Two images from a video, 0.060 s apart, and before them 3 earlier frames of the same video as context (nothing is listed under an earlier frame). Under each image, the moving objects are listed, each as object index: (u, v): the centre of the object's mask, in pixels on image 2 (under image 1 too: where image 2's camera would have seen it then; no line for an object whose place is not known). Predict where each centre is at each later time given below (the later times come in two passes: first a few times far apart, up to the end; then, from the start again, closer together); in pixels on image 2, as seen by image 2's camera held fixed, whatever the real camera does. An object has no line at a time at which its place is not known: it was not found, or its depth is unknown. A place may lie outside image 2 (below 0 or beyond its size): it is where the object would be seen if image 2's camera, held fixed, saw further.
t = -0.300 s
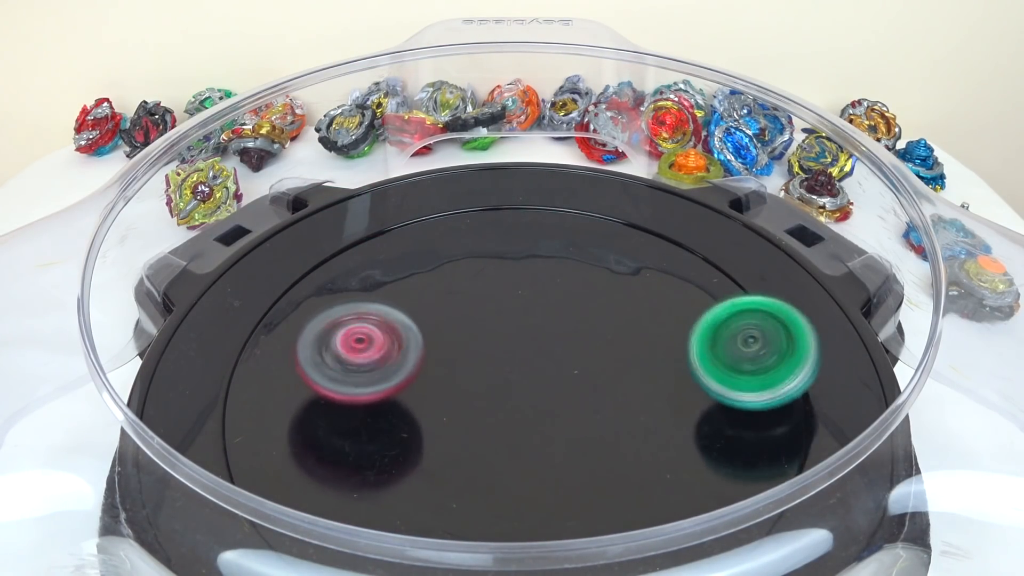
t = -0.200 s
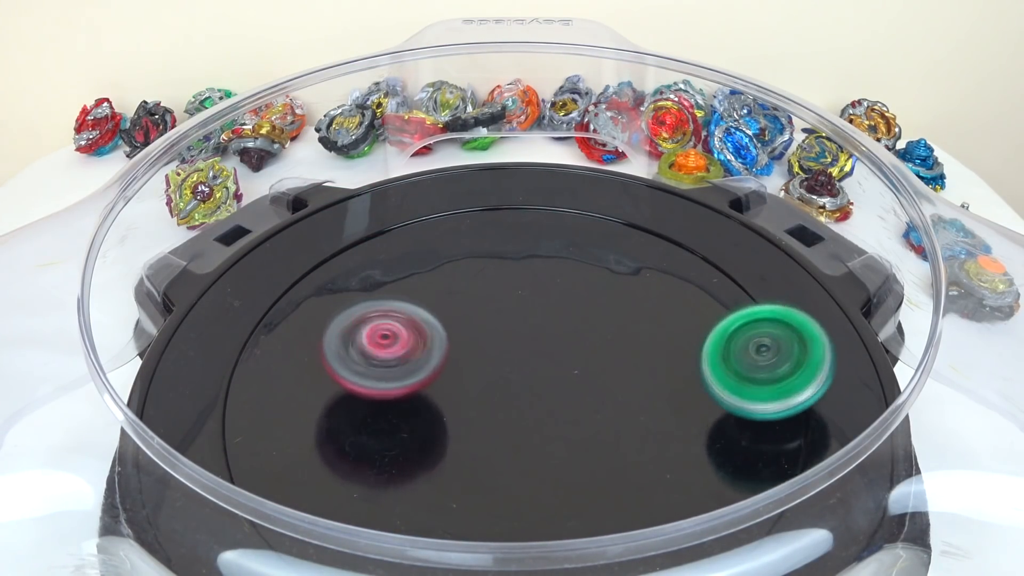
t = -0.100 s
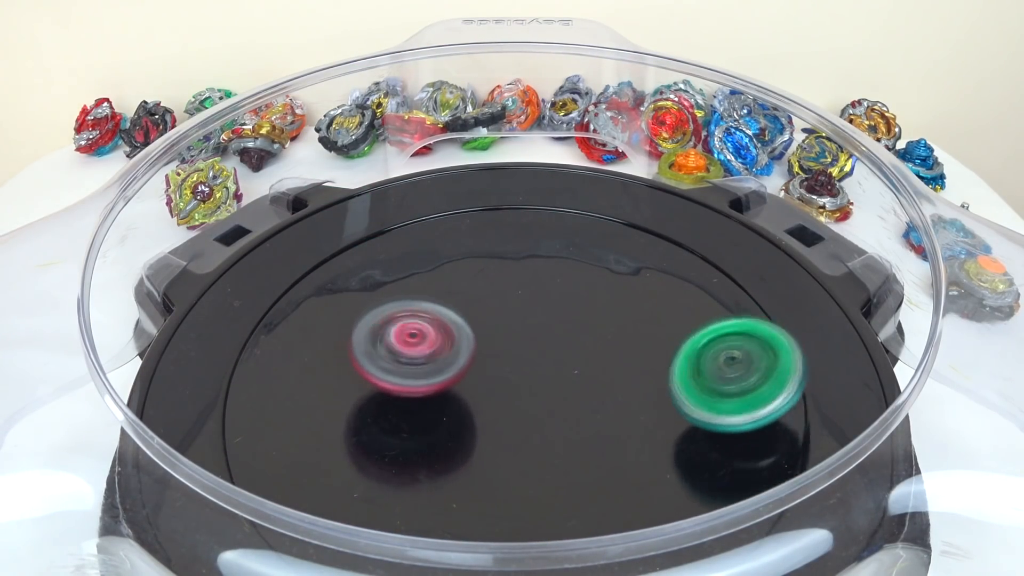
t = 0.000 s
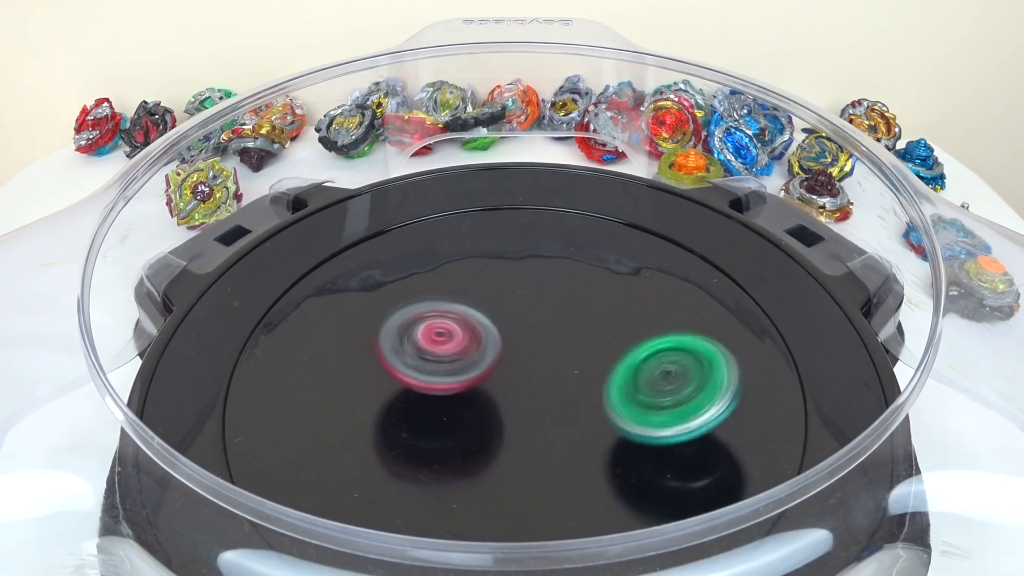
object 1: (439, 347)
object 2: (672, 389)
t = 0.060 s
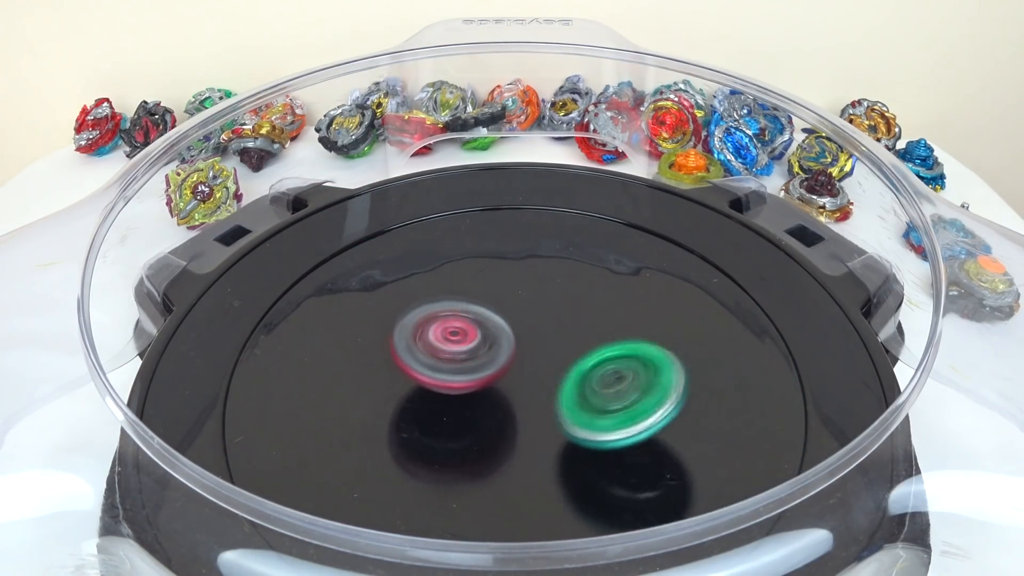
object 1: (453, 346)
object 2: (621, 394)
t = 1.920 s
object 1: (518, 390)
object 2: (631, 291)
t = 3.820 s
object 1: (570, 265)
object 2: (552, 358)
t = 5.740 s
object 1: (427, 336)
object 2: (564, 339)
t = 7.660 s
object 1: (456, 377)
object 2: (546, 314)
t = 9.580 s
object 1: (437, 340)
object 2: (563, 334)
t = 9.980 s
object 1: (433, 348)
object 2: (562, 343)
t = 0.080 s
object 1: (457, 346)
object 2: (602, 397)
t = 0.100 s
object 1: (460, 346)
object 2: (585, 399)
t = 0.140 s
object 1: (452, 334)
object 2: (566, 410)
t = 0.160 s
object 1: (434, 315)
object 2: (570, 414)
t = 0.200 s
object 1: (401, 293)
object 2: (578, 445)
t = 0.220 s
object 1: (390, 282)
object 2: (578, 455)
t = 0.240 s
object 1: (382, 272)
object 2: (575, 463)
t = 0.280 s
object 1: (374, 257)
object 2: (564, 479)
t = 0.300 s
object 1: (375, 252)
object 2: (554, 484)
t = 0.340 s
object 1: (383, 246)
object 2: (532, 490)
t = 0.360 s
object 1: (389, 242)
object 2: (523, 492)
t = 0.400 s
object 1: (405, 238)
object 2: (505, 494)
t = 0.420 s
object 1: (412, 235)
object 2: (496, 495)
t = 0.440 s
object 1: (419, 233)
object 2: (489, 495)
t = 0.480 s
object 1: (434, 232)
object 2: (469, 492)
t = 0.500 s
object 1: (441, 231)
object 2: (462, 491)
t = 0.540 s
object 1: (457, 231)
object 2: (444, 485)
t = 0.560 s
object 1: (465, 233)
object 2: (435, 480)
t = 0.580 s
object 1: (471, 236)
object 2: (430, 475)
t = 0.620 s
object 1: (482, 242)
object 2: (415, 462)
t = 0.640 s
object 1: (486, 247)
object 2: (410, 456)
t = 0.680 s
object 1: (494, 256)
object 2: (401, 440)
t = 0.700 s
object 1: (498, 261)
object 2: (396, 432)
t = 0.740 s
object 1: (505, 271)
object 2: (390, 415)
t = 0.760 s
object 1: (508, 276)
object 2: (387, 407)
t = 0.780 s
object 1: (512, 282)
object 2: (384, 399)
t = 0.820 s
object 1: (515, 293)
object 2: (380, 381)
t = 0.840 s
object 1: (516, 298)
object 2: (378, 373)
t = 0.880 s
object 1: (517, 308)
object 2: (377, 358)
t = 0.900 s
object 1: (516, 313)
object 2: (376, 349)
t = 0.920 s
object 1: (516, 318)
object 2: (376, 343)
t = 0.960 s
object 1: (514, 327)
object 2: (376, 328)
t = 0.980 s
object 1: (512, 331)
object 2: (377, 322)
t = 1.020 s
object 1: (510, 340)
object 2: (379, 309)
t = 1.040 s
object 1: (508, 343)
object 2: (381, 304)
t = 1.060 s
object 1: (506, 347)
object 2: (384, 299)
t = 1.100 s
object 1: (502, 354)
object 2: (387, 288)
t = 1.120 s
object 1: (500, 357)
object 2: (390, 286)
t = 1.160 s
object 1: (497, 363)
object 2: (396, 278)
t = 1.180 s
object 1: (496, 366)
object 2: (400, 277)
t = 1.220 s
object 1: (495, 369)
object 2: (408, 273)
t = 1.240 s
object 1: (496, 371)
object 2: (413, 273)
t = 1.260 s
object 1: (496, 372)
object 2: (419, 273)
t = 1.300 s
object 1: (496, 374)
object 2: (427, 274)
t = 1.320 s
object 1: (496, 375)
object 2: (433, 274)
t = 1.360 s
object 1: (493, 376)
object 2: (444, 277)
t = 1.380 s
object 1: (493, 377)
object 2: (450, 279)
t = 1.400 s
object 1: (492, 377)
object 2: (456, 279)
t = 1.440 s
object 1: (490, 379)
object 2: (468, 284)
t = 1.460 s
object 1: (490, 379)
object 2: (475, 285)
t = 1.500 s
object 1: (491, 381)
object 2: (488, 291)
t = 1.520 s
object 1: (492, 382)
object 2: (495, 291)
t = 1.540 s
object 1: (493, 381)
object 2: (501, 294)
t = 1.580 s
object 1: (494, 389)
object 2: (517, 294)
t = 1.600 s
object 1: (496, 393)
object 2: (525, 294)
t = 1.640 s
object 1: (499, 398)
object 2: (544, 289)
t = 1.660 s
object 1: (501, 400)
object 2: (554, 289)
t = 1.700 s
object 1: (506, 402)
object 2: (574, 285)
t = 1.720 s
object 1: (508, 402)
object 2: (584, 286)
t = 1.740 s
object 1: (510, 401)
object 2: (593, 285)
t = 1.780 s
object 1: (512, 400)
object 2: (608, 284)
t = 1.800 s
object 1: (513, 399)
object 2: (615, 284)
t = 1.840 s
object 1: (515, 397)
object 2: (622, 287)
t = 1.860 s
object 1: (516, 395)
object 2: (626, 287)
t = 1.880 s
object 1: (517, 394)
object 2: (627, 288)
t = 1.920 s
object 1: (518, 390)
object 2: (631, 291)
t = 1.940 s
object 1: (520, 388)
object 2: (631, 294)
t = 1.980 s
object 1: (522, 384)
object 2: (632, 298)
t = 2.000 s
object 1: (524, 382)
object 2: (630, 302)
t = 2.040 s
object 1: (526, 378)
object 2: (628, 309)
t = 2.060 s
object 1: (526, 375)
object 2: (625, 315)
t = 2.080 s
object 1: (527, 372)
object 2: (625, 318)
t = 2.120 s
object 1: (499, 380)
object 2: (632, 317)
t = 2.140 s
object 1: (480, 387)
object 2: (640, 315)
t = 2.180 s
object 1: (448, 394)
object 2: (650, 313)
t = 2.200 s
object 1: (435, 397)
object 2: (651, 313)
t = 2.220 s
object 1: (424, 397)
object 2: (650, 316)
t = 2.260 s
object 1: (411, 395)
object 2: (646, 323)
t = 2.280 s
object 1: (406, 392)
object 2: (641, 330)
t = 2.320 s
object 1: (399, 387)
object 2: (634, 342)
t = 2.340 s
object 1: (394, 384)
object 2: (630, 350)
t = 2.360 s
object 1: (392, 381)
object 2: (624, 357)
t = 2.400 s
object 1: (386, 376)
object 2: (614, 374)
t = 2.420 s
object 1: (384, 373)
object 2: (607, 382)
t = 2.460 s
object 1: (381, 368)
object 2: (593, 398)
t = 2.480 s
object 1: (381, 365)
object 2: (585, 405)
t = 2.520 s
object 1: (379, 360)
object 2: (567, 420)
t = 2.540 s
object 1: (380, 358)
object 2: (556, 427)
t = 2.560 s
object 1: (380, 355)
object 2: (547, 432)
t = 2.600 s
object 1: (381, 351)
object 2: (526, 443)
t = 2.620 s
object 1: (382, 349)
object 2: (514, 447)
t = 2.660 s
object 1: (383, 345)
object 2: (493, 453)
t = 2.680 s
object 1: (385, 344)
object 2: (483, 456)
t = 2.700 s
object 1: (386, 342)
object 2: (475, 456)
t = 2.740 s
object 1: (391, 340)
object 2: (460, 457)
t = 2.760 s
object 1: (392, 339)
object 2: (457, 457)
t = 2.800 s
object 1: (398, 337)
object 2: (446, 455)
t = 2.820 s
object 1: (400, 336)
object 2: (443, 455)
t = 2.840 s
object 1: (403, 336)
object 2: (440, 453)
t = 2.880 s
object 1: (409, 335)
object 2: (438, 449)
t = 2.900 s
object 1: (412, 334)
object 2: (438, 446)
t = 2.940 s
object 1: (420, 333)
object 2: (436, 440)
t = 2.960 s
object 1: (424, 333)
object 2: (438, 438)
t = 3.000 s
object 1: (432, 331)
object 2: (439, 432)
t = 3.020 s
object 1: (436, 331)
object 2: (439, 427)
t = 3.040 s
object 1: (440, 330)
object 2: (439, 424)
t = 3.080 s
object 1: (449, 321)
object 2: (438, 425)
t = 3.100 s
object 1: (456, 312)
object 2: (439, 433)
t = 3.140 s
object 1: (467, 300)
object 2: (438, 439)
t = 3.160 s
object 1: (472, 296)
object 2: (438, 439)
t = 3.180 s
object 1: (478, 294)
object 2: (438, 438)
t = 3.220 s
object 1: (488, 289)
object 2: (442, 433)
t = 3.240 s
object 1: (494, 287)
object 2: (447, 431)
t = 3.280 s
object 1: (504, 283)
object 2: (453, 424)
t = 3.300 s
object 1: (508, 281)
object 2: (456, 417)
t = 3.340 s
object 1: (518, 278)
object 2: (464, 408)
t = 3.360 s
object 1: (522, 277)
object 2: (466, 403)
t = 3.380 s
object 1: (526, 276)
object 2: (471, 398)
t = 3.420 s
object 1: (533, 274)
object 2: (477, 387)
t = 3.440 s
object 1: (536, 273)
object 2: (478, 380)
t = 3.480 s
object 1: (541, 272)
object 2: (484, 369)
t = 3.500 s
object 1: (544, 271)
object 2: (487, 367)
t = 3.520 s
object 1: (545, 272)
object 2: (490, 360)
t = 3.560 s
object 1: (550, 271)
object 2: (493, 353)
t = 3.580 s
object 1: (554, 267)
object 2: (491, 353)
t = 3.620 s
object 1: (559, 263)
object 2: (493, 353)
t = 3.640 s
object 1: (562, 263)
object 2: (496, 355)
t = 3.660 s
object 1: (563, 263)
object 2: (500, 353)
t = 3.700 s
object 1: (567, 263)
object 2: (511, 353)
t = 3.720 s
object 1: (568, 263)
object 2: (516, 354)
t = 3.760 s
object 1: (570, 265)
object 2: (530, 354)
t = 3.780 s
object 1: (570, 265)
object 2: (539, 354)
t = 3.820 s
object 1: (570, 265)
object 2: (552, 358)
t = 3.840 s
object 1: (570, 265)
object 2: (557, 360)
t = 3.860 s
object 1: (570, 265)
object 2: (563, 363)
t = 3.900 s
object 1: (569, 267)
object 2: (574, 367)
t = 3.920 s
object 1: (569, 267)
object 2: (579, 367)
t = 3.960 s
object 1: (568, 270)
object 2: (590, 370)
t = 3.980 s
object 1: (567, 271)
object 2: (593, 373)
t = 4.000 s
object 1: (566, 273)
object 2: (599, 374)
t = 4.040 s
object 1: (563, 277)
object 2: (606, 377)
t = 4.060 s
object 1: (561, 279)
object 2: (606, 378)
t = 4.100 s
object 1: (558, 284)
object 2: (610, 381)
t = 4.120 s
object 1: (556, 286)
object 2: (613, 384)
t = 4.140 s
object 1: (553, 288)
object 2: (614, 384)
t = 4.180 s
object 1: (549, 293)
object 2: (615, 387)
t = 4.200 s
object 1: (547, 296)
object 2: (613, 390)
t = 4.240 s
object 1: (543, 302)
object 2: (611, 391)
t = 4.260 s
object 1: (541, 305)
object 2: (610, 392)
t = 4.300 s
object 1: (536, 311)
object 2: (605, 394)
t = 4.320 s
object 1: (534, 314)
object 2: (600, 395)
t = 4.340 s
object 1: (531, 317)
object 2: (599, 397)
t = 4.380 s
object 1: (524, 322)
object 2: (594, 403)
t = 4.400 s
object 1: (520, 325)
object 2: (591, 404)
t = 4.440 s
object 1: (513, 329)
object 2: (588, 409)
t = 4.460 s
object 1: (507, 328)
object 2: (588, 415)
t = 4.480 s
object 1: (501, 328)
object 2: (589, 418)
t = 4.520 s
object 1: (493, 331)
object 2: (587, 423)
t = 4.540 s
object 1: (491, 333)
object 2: (583, 424)
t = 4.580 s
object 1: (486, 337)
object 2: (577, 425)
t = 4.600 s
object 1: (484, 340)
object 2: (574, 425)
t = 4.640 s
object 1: (479, 344)
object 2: (564, 425)
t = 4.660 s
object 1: (477, 346)
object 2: (558, 424)
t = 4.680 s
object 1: (473, 347)
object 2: (555, 424)
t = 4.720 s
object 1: (463, 347)
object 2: (551, 428)
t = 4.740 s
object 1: (459, 346)
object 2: (550, 428)
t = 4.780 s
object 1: (454, 347)
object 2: (544, 427)
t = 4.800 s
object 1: (451, 348)
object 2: (540, 427)
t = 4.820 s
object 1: (450, 349)
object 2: (536, 424)
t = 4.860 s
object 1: (444, 348)
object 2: (530, 423)
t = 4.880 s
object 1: (441, 348)
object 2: (525, 422)
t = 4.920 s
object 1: (435, 347)
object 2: (521, 420)
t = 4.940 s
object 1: (431, 346)
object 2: (523, 420)
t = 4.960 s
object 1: (429, 342)
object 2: (521, 419)
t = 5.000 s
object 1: (423, 339)
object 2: (518, 416)
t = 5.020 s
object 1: (422, 337)
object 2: (518, 413)
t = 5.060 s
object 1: (420, 336)
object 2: (513, 406)
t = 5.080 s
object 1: (418, 335)
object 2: (511, 403)
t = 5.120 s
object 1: (411, 329)
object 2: (514, 400)
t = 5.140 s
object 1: (409, 329)
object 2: (516, 397)
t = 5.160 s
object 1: (408, 328)
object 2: (515, 394)
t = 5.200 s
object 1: (406, 326)
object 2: (513, 387)
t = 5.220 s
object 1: (406, 326)
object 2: (514, 383)
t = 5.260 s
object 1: (402, 324)
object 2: (514, 377)
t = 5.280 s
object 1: (401, 323)
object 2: (514, 375)
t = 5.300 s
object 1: (400, 322)
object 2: (517, 372)
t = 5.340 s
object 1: (400, 322)
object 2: (519, 367)
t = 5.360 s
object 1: (399, 322)
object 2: (518, 365)
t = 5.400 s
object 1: (400, 322)
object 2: (518, 360)
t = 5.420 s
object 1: (401, 322)
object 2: (519, 357)
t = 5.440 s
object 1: (401, 322)
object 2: (519, 355)
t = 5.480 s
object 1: (394, 321)
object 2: (530, 353)
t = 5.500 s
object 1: (394, 322)
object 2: (536, 351)
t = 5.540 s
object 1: (395, 324)
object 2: (543, 348)
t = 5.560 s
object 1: (397, 325)
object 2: (545, 346)
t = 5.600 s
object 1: (403, 327)
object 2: (550, 344)
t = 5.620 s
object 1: (406, 328)
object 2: (553, 343)
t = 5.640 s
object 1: (409, 330)
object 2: (554, 342)
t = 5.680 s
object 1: (416, 332)
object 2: (558, 341)
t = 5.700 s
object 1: (419, 333)
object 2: (560, 340)
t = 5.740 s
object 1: (427, 336)
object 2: (564, 339)
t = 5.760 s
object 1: (431, 337)
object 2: (565, 340)
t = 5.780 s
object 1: (435, 338)
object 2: (567, 339)
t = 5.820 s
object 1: (443, 341)
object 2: (569, 339)
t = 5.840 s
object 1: (443, 342)
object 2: (574, 339)
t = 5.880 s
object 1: (443, 346)
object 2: (587, 337)
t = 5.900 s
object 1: (444, 348)
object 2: (591, 335)
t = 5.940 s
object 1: (449, 351)
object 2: (595, 333)
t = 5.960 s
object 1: (452, 353)
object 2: (597, 333)
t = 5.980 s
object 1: (454, 354)
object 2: (597, 332)
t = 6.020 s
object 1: (460, 356)
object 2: (596, 333)
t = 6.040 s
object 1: (464, 357)
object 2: (596, 334)
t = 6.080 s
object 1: (470, 359)
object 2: (594, 335)
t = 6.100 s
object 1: (468, 360)
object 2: (595, 335)
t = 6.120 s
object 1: (463, 362)
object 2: (601, 335)
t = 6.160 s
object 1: (462, 364)
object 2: (606, 335)
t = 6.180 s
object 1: (463, 365)
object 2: (606, 335)
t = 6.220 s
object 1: (466, 365)
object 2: (604, 336)
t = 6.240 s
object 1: (467, 366)
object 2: (604, 337)
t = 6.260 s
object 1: (469, 366)
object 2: (601, 338)
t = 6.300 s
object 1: (473, 366)
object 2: (596, 341)
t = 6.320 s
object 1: (471, 367)
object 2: (596, 340)
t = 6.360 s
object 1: (470, 368)
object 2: (594, 343)
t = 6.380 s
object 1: (470, 368)
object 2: (594, 344)
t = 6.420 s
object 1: (466, 370)
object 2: (594, 344)
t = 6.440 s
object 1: (466, 370)
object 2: (593, 344)
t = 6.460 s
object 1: (465, 370)
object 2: (591, 344)
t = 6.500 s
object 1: (462, 370)
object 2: (587, 345)
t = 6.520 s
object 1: (460, 371)
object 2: (584, 345)
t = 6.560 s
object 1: (454, 372)
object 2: (582, 345)
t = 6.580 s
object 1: (451, 372)
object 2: (581, 344)
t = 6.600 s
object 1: (450, 372)
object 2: (578, 344)
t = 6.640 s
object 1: (447, 372)
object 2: (572, 344)
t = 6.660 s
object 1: (442, 373)
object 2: (570, 343)
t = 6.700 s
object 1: (436, 375)
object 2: (565, 342)
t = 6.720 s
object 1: (435, 374)
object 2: (562, 342)
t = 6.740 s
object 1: (432, 375)
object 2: (557, 342)
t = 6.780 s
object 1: (430, 375)
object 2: (550, 342)
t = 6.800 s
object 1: (426, 376)
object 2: (551, 340)
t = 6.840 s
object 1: (421, 377)
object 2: (549, 338)
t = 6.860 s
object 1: (419, 378)
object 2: (547, 337)
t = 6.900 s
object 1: (416, 378)
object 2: (542, 335)
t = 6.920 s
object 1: (416, 377)
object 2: (538, 335)
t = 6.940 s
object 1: (415, 378)
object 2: (536, 334)
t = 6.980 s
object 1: (415, 378)
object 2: (530, 333)
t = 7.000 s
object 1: (415, 378)
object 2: (528, 333)
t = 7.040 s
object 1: (413, 379)
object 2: (529, 330)
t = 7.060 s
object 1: (413, 380)
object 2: (529, 327)
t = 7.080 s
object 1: (413, 379)
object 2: (528, 326)
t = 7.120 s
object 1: (415, 379)
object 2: (525, 324)
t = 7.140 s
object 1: (416, 380)
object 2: (523, 324)
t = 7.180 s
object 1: (418, 379)
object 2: (521, 323)
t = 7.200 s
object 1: (420, 379)
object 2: (521, 322)
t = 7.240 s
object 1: (421, 380)
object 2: (523, 319)
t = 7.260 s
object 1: (421, 381)
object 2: (524, 318)
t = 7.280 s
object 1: (422, 381)
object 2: (524, 316)
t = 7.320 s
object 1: (428, 381)
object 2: (523, 315)
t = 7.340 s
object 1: (431, 380)
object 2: (524, 314)
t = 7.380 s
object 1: (436, 378)
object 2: (524, 314)
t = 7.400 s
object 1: (439, 378)
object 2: (526, 314)
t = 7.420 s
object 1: (437, 380)
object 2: (530, 311)
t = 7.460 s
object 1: (437, 382)
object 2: (536, 309)
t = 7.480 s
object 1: (439, 382)
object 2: (538, 308)
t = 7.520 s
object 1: (441, 382)
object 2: (539, 308)
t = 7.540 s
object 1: (443, 381)
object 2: (540, 310)
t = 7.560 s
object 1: (445, 381)
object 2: (541, 309)
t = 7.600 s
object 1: (449, 379)
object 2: (543, 311)
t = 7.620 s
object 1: (451, 379)
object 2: (545, 312)
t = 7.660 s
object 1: (456, 377)
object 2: (546, 314)
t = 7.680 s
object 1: (457, 376)
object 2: (547, 315)
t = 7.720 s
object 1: (458, 377)
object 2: (551, 315)
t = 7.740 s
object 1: (453, 380)
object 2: (557, 312)
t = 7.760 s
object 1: (450, 382)
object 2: (563, 311)
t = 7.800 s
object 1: (447, 383)
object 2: (568, 309)
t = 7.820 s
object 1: (447, 384)
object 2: (569, 310)
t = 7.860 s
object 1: (448, 383)
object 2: (571, 310)
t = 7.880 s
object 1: (450, 383)
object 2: (571, 310)
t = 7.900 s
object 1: (451, 381)
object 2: (572, 311)
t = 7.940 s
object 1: (455, 379)
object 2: (572, 314)
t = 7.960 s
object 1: (456, 377)
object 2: (572, 316)
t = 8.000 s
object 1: (460, 374)
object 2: (573, 319)
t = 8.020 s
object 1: (461, 372)
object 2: (571, 321)
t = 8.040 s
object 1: (463, 371)
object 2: (570, 324)
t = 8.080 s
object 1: (445, 373)
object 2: (583, 323)
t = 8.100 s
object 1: (438, 374)
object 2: (591, 323)
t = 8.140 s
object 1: (429, 374)
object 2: (600, 322)
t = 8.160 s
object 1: (427, 373)
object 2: (601, 323)
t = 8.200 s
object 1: (425, 372)
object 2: (604, 323)
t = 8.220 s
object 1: (425, 371)
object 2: (603, 324)
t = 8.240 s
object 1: (425, 369)
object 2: (603, 326)
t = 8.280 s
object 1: (426, 366)
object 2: (601, 328)
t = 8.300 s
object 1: (426, 366)
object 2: (600, 331)
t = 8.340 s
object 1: (428, 364)
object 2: (595, 335)
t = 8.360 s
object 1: (430, 362)
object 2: (593, 338)
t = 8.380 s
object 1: (430, 362)
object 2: (590, 339)
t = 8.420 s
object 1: (433, 360)
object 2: (582, 345)
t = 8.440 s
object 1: (436, 358)
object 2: (579, 347)
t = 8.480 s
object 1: (440, 356)
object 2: (571, 351)
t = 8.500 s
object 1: (441, 355)
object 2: (568, 353)
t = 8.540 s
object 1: (417, 351)
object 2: (583, 355)
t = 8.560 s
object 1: (404, 349)
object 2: (595, 357)
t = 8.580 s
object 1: (394, 347)
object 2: (601, 357)
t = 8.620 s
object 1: (384, 345)
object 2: (610, 359)
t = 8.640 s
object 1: (380, 344)
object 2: (610, 358)
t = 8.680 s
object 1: (377, 341)
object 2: (609, 359)
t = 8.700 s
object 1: (377, 340)
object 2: (608, 358)
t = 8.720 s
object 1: (377, 339)
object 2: (605, 359)
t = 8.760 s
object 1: (379, 337)
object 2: (599, 360)
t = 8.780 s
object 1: (381, 337)
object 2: (595, 361)
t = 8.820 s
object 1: (384, 336)
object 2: (587, 362)
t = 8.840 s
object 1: (387, 336)
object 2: (584, 363)
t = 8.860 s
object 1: (389, 336)
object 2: (578, 363)
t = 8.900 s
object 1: (395, 337)
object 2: (572, 364)
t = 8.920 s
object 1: (399, 337)
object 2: (566, 363)
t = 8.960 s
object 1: (406, 338)
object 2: (559, 362)
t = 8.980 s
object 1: (410, 338)
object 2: (554, 361)
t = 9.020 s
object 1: (417, 340)
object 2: (544, 359)
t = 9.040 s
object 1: (418, 340)
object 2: (545, 358)
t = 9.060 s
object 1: (418, 339)
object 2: (544, 357)
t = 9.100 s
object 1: (417, 340)
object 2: (545, 355)
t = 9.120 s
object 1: (416, 340)
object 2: (545, 354)
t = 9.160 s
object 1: (414, 340)
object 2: (548, 350)
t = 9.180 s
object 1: (415, 341)
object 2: (551, 349)
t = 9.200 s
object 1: (415, 341)
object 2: (550, 347)
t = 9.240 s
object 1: (419, 341)
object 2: (551, 344)
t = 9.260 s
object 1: (422, 341)
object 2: (550, 342)
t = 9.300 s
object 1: (424, 340)
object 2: (551, 340)
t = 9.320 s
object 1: (423, 340)
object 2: (552, 338)
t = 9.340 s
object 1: (421, 341)
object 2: (556, 338)
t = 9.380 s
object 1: (423, 341)
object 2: (560, 336)
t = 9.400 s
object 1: (424, 341)
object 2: (560, 335)
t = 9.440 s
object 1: (427, 340)
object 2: (561, 333)
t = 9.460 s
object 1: (429, 340)
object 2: (561, 333)
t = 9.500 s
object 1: (432, 339)
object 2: (561, 333)
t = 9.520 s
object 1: (433, 340)
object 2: (561, 333)
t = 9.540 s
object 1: (435, 340)
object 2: (561, 334)
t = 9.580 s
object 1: (437, 340)
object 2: (563, 334)
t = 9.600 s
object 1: (439, 340)
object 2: (562, 334)
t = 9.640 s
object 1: (439, 341)
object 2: (566, 334)
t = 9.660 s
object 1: (440, 341)
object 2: (565, 335)
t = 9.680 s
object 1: (440, 342)
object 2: (567, 333)
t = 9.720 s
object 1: (439, 342)
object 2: (568, 336)
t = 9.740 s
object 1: (440, 342)
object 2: (569, 336)
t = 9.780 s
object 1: (441, 342)
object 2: (564, 338)
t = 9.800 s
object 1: (439, 343)
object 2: (566, 338)
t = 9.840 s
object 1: (439, 344)
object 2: (564, 341)
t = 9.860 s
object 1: (438, 344)
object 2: (565, 340)
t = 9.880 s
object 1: (438, 345)
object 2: (565, 341)
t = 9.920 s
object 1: (436, 346)
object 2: (565, 342)
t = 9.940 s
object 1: (435, 347)
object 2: (564, 343)
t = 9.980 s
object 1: (433, 348)
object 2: (562, 343)
